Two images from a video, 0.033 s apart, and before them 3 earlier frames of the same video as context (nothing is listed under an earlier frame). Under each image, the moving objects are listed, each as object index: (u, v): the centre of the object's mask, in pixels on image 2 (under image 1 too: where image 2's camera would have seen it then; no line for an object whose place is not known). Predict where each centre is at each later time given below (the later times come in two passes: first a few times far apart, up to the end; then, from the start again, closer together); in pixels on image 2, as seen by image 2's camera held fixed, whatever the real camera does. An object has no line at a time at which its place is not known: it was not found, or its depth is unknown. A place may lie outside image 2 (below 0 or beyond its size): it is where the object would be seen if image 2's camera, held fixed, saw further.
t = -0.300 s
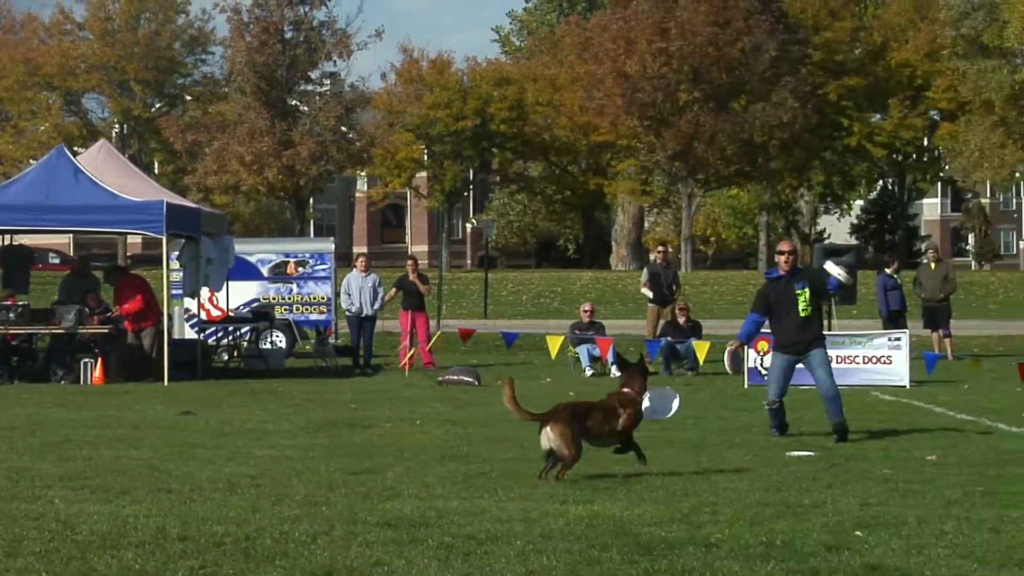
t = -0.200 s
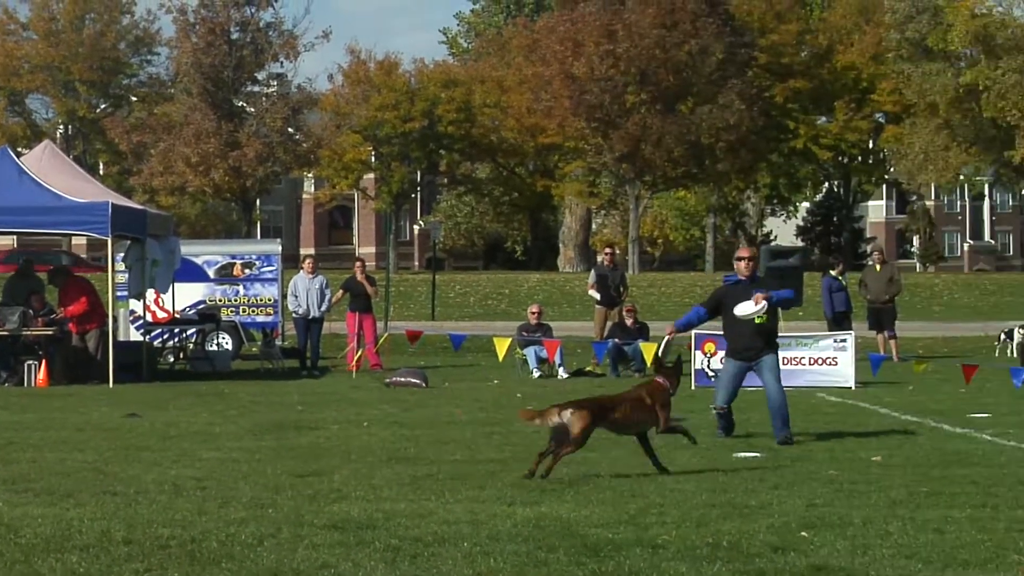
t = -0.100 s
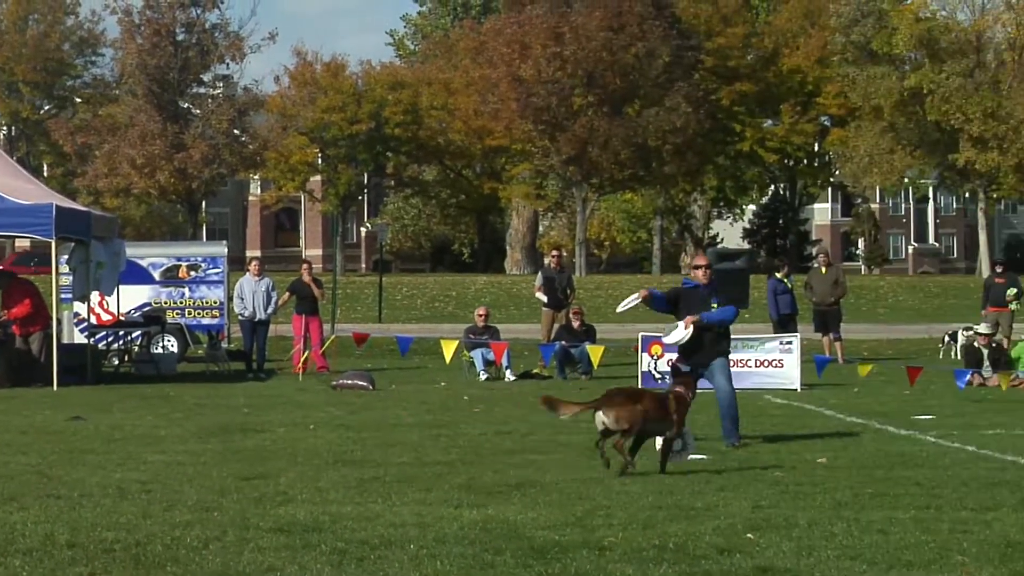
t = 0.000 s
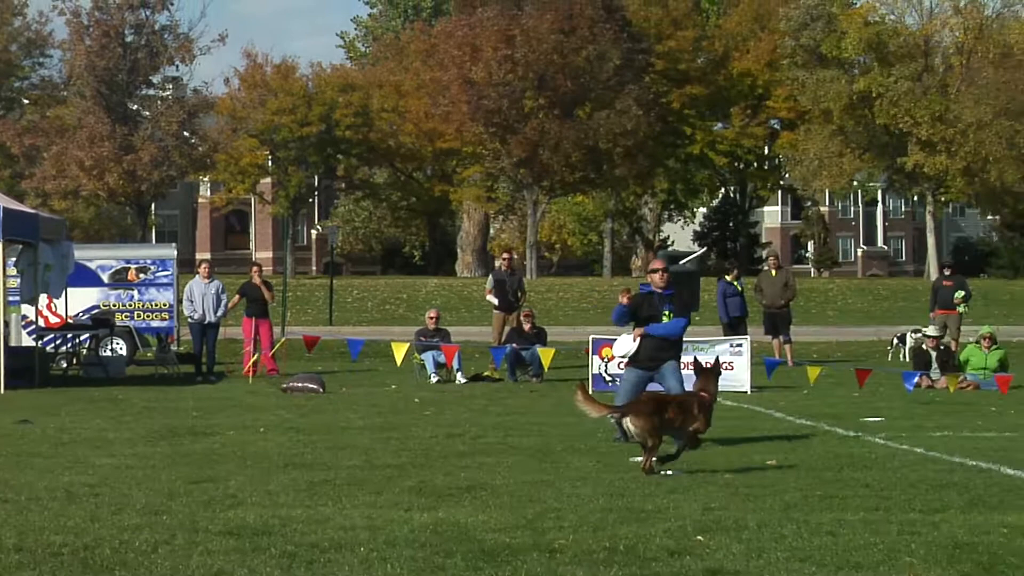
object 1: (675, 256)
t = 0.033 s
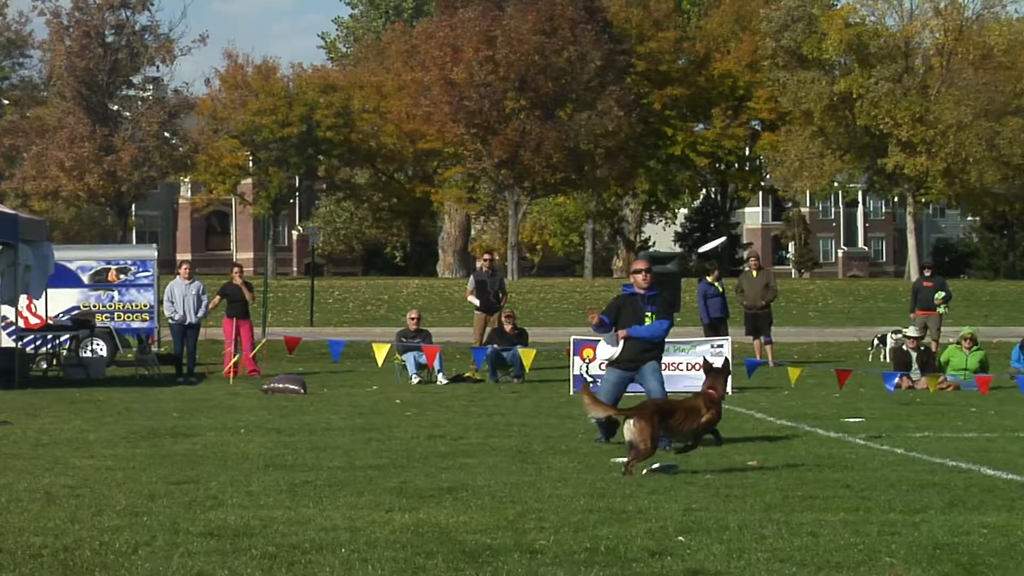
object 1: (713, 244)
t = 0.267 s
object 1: (952, 167)
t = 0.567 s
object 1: (1189, 101)
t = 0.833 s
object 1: (1358, 80)
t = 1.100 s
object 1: (1496, 102)
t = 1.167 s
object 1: (1527, 115)
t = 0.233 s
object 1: (921, 178)
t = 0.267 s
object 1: (952, 167)
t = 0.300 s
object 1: (981, 159)
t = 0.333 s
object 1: (1010, 150)
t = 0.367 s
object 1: (1038, 141)
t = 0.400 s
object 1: (1065, 134)
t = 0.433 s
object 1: (1091, 127)
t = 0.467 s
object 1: (1117, 119)
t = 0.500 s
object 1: (1142, 113)
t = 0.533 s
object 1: (1165, 107)
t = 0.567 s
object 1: (1189, 101)
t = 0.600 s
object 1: (1212, 97)
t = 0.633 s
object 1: (1234, 93)
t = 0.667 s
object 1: (1256, 89)
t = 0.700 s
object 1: (1277, 86)
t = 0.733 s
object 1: (1297, 83)
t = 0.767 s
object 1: (1319, 82)
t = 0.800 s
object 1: (1338, 81)
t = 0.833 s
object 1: (1358, 80)
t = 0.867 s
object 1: (1377, 80)
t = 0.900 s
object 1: (1394, 81)
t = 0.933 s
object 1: (1412, 82)
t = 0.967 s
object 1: (1430, 85)
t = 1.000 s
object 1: (1447, 88)
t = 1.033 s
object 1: (1464, 91)
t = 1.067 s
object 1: (1481, 96)
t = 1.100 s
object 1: (1496, 102)
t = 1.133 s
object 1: (1512, 107)
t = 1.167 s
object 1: (1527, 115)
